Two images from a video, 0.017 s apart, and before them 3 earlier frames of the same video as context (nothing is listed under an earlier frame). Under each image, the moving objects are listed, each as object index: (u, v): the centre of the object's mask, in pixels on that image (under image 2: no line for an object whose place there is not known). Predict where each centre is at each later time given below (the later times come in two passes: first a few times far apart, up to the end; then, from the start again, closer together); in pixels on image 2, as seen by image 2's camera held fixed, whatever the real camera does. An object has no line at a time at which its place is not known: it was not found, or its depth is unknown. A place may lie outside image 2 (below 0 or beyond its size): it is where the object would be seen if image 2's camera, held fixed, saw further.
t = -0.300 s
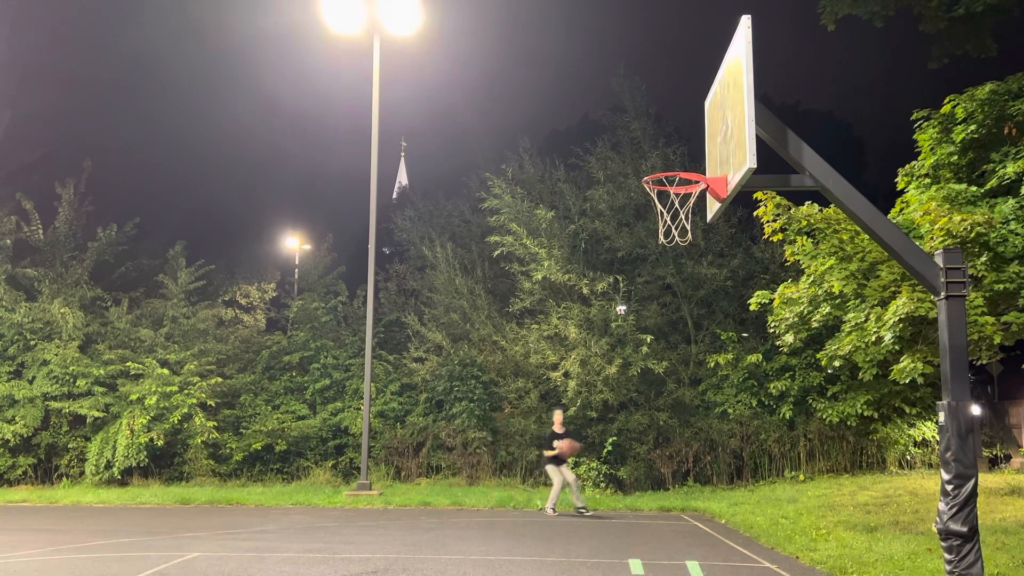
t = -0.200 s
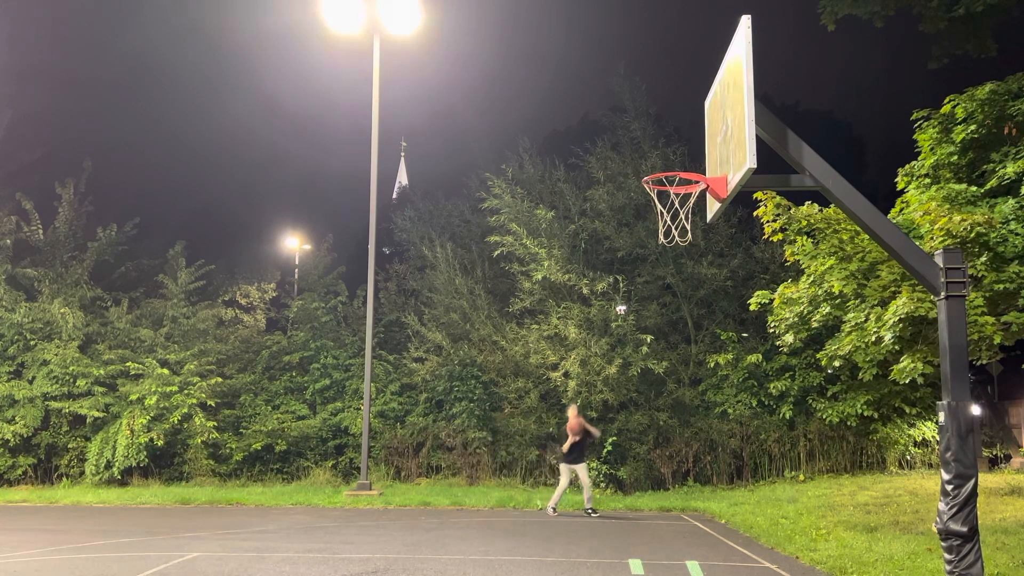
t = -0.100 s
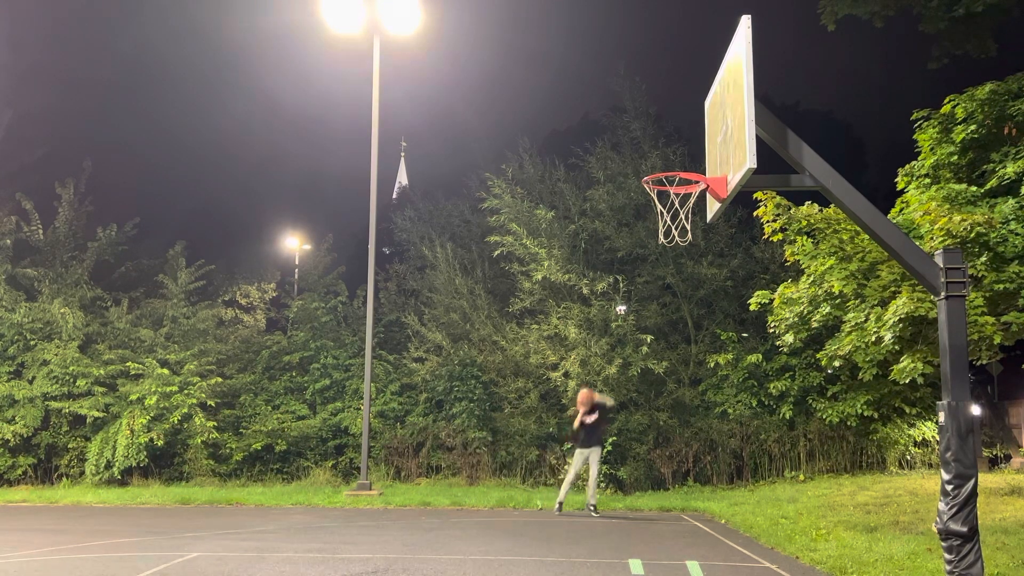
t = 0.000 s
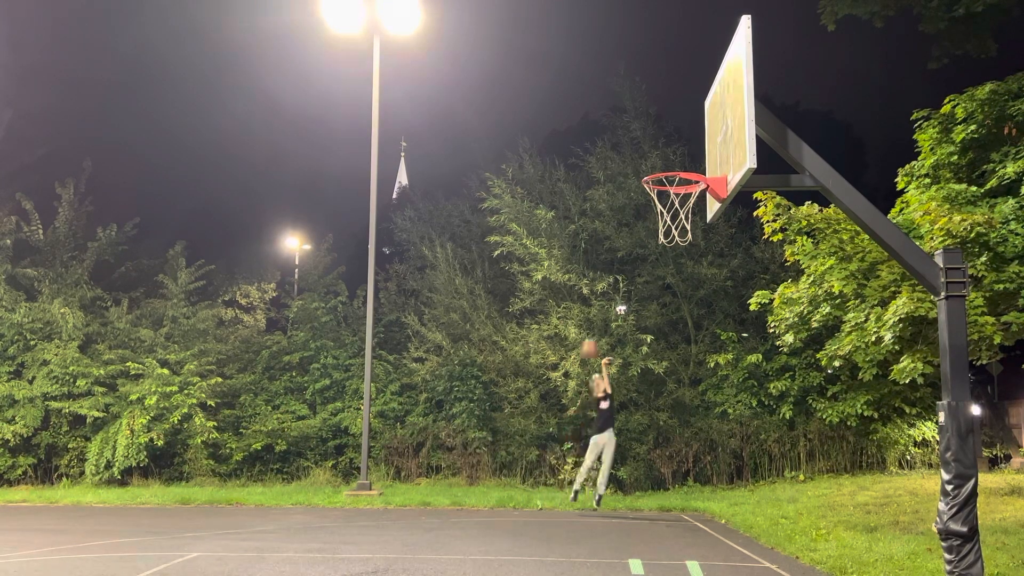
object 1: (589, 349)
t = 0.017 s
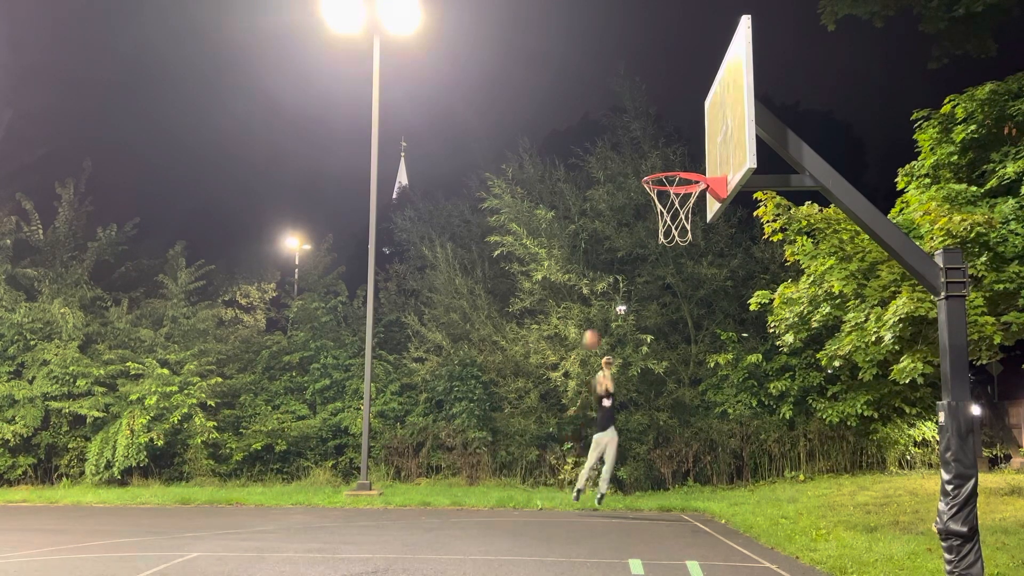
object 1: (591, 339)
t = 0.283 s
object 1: (608, 223)
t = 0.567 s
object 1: (632, 143)
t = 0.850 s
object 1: (663, 124)
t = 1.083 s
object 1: (696, 166)
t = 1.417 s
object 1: (643, 237)
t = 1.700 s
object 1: (593, 364)
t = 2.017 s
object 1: (547, 512)
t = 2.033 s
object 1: (547, 505)
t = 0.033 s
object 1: (592, 331)
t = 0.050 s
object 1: (593, 323)
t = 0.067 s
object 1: (593, 315)
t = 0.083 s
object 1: (595, 307)
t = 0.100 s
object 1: (596, 300)
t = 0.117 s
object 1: (597, 292)
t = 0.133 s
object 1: (598, 284)
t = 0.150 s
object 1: (599, 277)
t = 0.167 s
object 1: (601, 270)
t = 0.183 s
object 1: (602, 263)
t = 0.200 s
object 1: (603, 255)
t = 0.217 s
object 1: (604, 250)
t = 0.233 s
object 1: (605, 243)
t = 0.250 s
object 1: (606, 236)
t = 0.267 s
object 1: (607, 229)
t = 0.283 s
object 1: (608, 223)
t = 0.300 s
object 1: (610, 217)
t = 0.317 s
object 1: (611, 212)
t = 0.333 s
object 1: (613, 206)
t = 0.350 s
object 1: (613, 200)
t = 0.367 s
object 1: (614, 194)
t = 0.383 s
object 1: (616, 189)
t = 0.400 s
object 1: (617, 184)
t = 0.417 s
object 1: (619, 179)
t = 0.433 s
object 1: (620, 174)
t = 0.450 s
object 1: (622, 169)
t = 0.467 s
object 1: (623, 165)
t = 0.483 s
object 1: (625, 161)
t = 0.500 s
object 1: (626, 157)
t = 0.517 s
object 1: (627, 154)
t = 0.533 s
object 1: (629, 150)
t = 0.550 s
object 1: (631, 147)
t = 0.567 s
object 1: (632, 143)
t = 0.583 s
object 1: (634, 140)
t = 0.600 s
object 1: (635, 138)
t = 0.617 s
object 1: (637, 135)
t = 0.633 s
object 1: (639, 133)
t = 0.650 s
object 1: (640, 131)
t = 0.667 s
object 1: (642, 129)
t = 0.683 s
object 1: (644, 127)
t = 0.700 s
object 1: (646, 125)
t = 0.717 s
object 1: (647, 124)
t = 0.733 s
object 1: (649, 123)
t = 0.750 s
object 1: (651, 123)
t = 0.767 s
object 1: (653, 122)
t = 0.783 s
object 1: (655, 122)
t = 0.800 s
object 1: (657, 122)
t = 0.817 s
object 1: (659, 123)
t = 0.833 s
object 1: (661, 124)
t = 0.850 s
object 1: (663, 124)
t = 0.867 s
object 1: (665, 125)
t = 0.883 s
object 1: (667, 127)
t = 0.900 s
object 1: (669, 129)
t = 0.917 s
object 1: (671, 131)
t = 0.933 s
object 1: (674, 134)
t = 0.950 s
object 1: (676, 136)
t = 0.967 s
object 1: (679, 140)
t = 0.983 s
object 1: (681, 143)
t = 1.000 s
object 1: (683, 147)
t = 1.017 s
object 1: (686, 153)
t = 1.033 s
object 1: (689, 157)
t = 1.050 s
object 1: (691, 160)
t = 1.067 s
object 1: (693, 163)
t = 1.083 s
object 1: (696, 166)
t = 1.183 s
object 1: (685, 183)
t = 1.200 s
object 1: (684, 193)
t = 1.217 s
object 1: (681, 191)
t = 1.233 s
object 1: (679, 193)
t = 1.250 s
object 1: (676, 196)
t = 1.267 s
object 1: (673, 200)
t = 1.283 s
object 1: (669, 202)
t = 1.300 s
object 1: (664, 205)
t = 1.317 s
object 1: (661, 209)
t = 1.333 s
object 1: (656, 213)
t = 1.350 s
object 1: (654, 218)
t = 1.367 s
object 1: (650, 222)
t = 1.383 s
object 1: (647, 227)
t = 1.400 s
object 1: (645, 232)
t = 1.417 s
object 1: (643, 237)
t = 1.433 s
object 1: (639, 242)
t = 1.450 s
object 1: (636, 249)
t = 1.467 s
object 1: (633, 254)
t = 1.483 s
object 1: (629, 261)
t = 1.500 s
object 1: (627, 267)
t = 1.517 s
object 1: (624, 274)
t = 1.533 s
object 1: (621, 281)
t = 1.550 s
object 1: (618, 289)
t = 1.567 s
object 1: (615, 296)
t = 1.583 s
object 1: (612, 304)
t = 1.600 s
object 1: (609, 311)
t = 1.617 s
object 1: (606, 319)
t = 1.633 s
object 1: (602, 328)
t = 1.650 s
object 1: (601, 336)
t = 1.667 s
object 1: (599, 345)
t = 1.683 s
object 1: (596, 354)
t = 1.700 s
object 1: (593, 364)
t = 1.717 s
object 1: (591, 373)
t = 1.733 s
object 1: (587, 382)
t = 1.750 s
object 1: (585, 392)
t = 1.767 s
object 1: (582, 402)
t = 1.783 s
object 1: (579, 413)
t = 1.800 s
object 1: (577, 423)
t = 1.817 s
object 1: (574, 433)
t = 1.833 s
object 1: (572, 444)
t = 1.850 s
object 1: (569, 456)
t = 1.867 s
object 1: (567, 467)
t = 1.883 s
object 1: (563, 479)
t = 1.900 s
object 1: (562, 490)
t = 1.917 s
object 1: (559, 504)
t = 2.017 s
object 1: (547, 512)
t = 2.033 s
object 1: (547, 505)
